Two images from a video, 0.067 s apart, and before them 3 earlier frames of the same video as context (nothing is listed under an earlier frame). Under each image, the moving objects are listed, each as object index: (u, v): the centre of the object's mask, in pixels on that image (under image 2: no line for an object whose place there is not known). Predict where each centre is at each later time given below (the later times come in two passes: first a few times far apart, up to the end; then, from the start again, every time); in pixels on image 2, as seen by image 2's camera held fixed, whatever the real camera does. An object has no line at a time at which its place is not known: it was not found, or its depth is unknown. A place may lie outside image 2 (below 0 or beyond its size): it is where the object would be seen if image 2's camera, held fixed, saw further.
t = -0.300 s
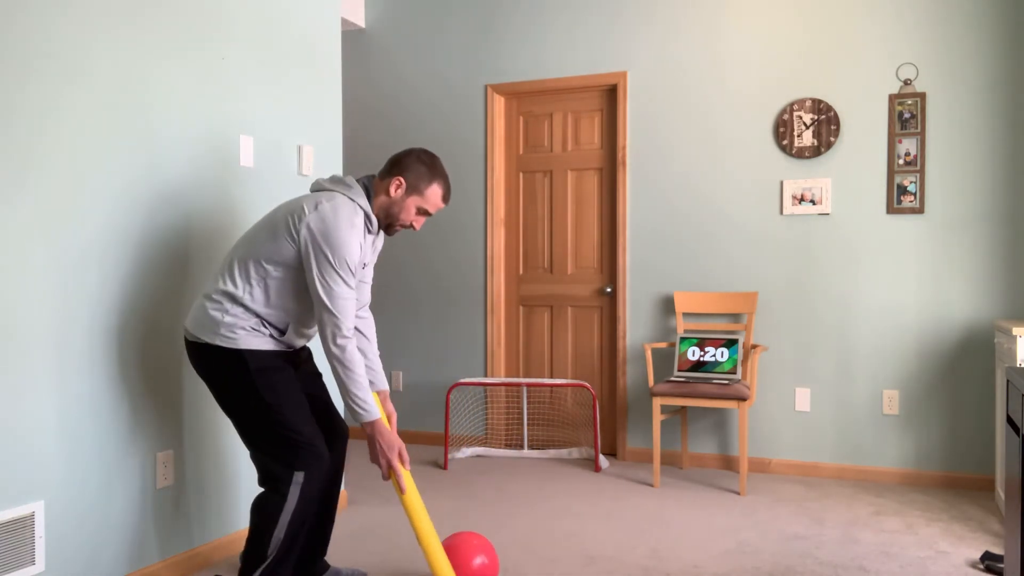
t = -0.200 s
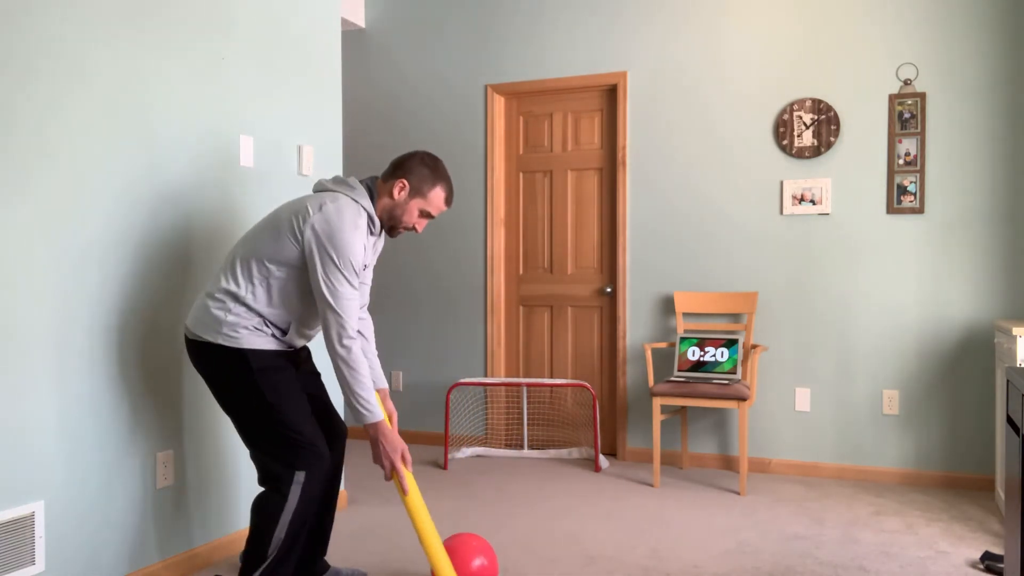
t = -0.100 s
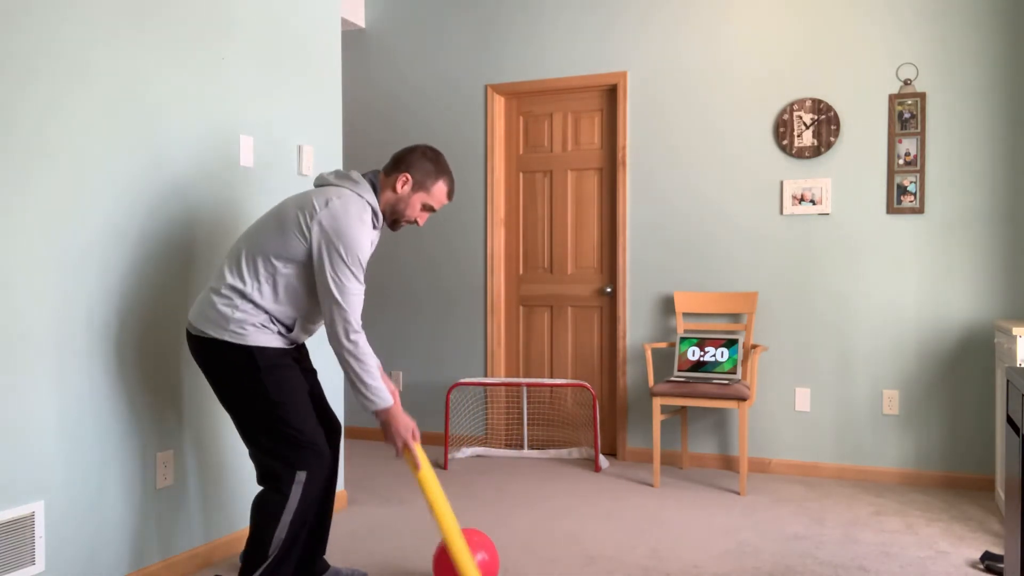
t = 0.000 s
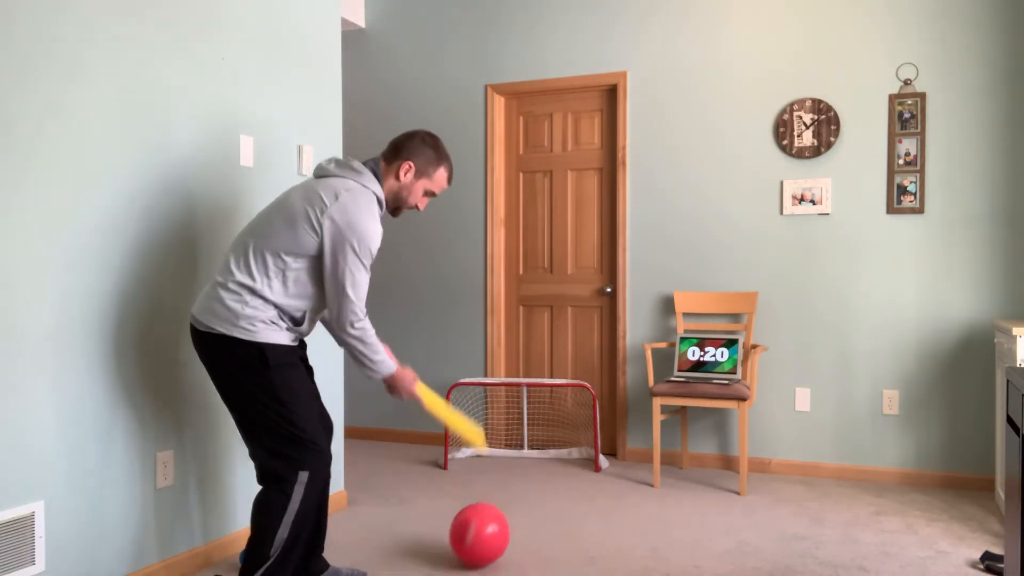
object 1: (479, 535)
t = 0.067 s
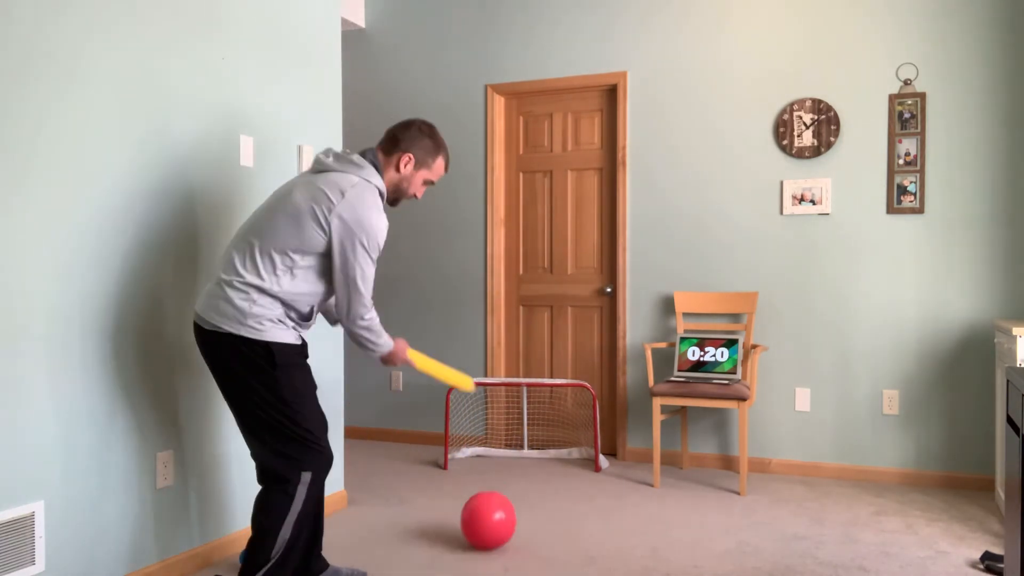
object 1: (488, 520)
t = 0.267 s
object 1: (506, 481)
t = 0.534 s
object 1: (520, 447)
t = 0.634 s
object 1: (521, 445)
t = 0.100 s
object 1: (492, 511)
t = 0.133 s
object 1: (495, 505)
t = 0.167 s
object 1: (497, 498)
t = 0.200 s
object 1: (500, 492)
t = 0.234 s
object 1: (503, 487)
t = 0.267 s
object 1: (506, 481)
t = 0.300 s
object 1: (508, 476)
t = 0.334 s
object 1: (510, 471)
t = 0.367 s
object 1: (512, 467)
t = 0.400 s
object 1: (513, 462)
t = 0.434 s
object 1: (515, 457)
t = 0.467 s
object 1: (517, 455)
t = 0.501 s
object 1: (519, 451)
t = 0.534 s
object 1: (520, 447)
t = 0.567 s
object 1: (521, 444)
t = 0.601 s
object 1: (521, 443)
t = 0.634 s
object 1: (521, 445)
